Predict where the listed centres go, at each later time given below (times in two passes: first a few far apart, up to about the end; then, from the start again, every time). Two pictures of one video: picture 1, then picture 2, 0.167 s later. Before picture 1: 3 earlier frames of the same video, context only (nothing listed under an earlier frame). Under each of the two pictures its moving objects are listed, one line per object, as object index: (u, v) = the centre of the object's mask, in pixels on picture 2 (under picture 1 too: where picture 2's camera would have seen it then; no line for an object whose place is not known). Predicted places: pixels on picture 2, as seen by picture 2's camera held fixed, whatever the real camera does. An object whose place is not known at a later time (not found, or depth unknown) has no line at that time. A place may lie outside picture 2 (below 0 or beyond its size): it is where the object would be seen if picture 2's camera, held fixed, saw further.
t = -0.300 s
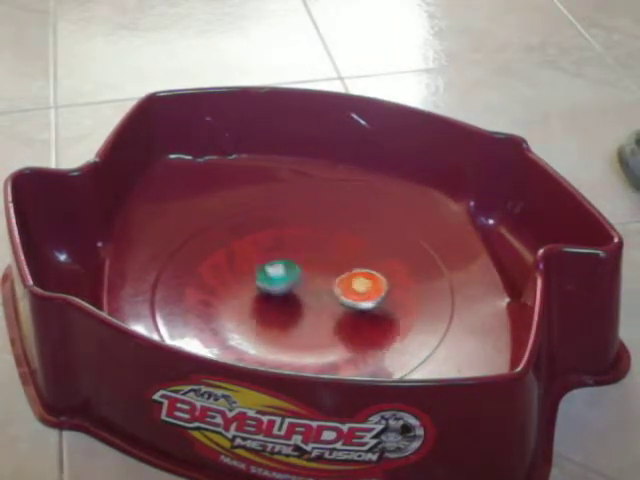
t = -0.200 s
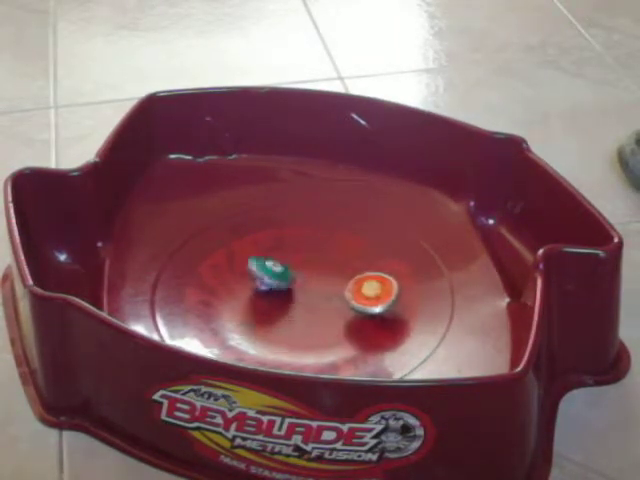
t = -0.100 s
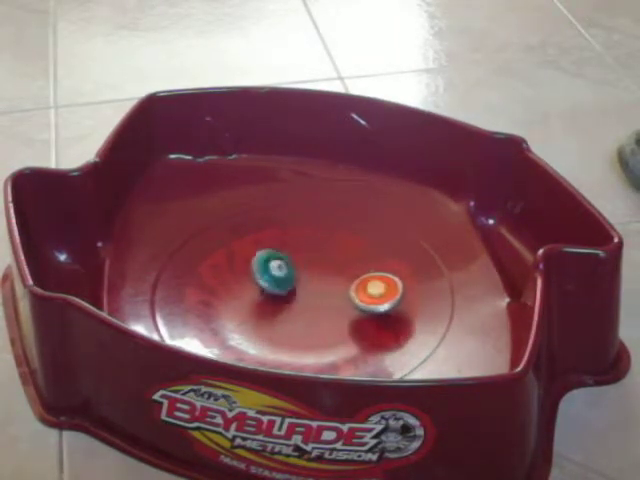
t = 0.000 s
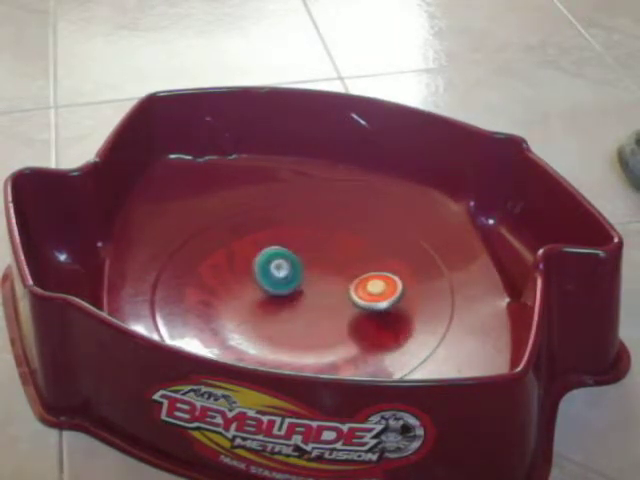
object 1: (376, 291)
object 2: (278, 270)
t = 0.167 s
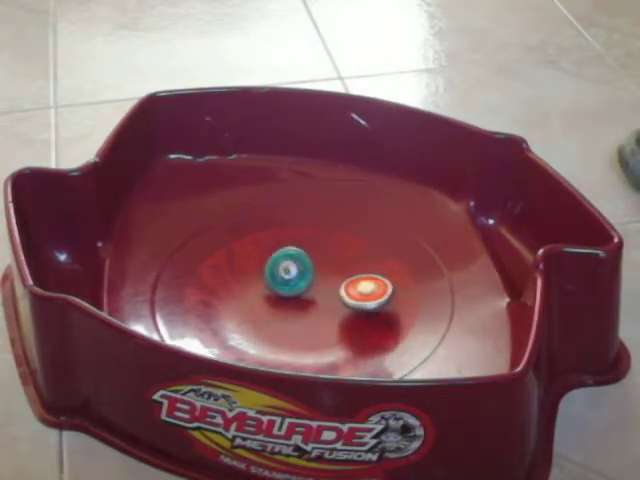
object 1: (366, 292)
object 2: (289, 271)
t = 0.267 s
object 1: (357, 294)
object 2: (297, 273)
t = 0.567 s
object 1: (333, 296)
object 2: (323, 257)
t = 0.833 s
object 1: (314, 292)
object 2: (314, 250)
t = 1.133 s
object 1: (301, 279)
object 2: (316, 250)
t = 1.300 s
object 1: (290, 275)
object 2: (338, 250)
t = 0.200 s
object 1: (363, 293)
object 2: (291, 272)
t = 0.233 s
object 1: (360, 293)
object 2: (294, 272)
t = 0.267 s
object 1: (357, 294)
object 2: (297, 273)
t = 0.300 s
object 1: (354, 294)
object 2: (301, 274)
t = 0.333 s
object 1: (351, 294)
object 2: (305, 274)
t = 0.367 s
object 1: (348, 295)
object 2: (307, 273)
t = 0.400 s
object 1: (345, 294)
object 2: (311, 271)
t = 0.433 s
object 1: (342, 294)
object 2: (315, 268)
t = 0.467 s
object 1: (339, 293)
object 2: (317, 264)
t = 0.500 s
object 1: (337, 294)
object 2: (319, 261)
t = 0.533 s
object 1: (335, 295)
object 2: (322, 259)
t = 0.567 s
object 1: (333, 296)
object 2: (323, 257)
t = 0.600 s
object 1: (331, 296)
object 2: (321, 254)
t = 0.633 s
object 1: (328, 296)
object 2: (319, 253)
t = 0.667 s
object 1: (325, 296)
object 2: (318, 252)
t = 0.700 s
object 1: (323, 295)
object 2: (317, 252)
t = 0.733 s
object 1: (321, 295)
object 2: (316, 251)
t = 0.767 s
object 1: (318, 294)
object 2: (315, 251)
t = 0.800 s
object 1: (317, 294)
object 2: (314, 251)
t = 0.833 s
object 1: (314, 292)
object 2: (314, 250)
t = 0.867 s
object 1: (312, 291)
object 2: (313, 250)
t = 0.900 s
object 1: (310, 290)
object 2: (313, 251)
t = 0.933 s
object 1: (308, 289)
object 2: (313, 250)
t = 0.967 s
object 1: (307, 287)
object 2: (313, 250)
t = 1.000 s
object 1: (305, 286)
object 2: (314, 250)
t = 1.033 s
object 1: (304, 284)
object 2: (314, 250)
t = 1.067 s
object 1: (303, 282)
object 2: (316, 250)
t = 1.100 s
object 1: (302, 281)
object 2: (316, 250)
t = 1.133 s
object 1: (301, 279)
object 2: (316, 250)
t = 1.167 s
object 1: (301, 277)
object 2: (320, 251)
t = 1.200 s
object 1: (300, 276)
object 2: (323, 251)
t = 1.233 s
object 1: (300, 275)
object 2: (325, 252)
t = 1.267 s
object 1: (298, 274)
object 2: (328, 252)
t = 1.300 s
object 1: (290, 275)
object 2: (338, 250)
